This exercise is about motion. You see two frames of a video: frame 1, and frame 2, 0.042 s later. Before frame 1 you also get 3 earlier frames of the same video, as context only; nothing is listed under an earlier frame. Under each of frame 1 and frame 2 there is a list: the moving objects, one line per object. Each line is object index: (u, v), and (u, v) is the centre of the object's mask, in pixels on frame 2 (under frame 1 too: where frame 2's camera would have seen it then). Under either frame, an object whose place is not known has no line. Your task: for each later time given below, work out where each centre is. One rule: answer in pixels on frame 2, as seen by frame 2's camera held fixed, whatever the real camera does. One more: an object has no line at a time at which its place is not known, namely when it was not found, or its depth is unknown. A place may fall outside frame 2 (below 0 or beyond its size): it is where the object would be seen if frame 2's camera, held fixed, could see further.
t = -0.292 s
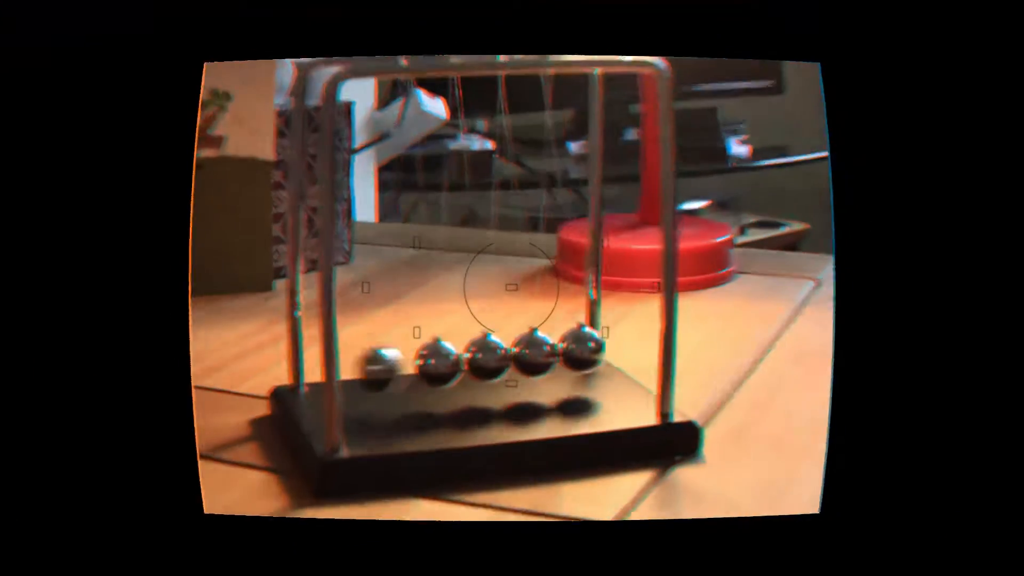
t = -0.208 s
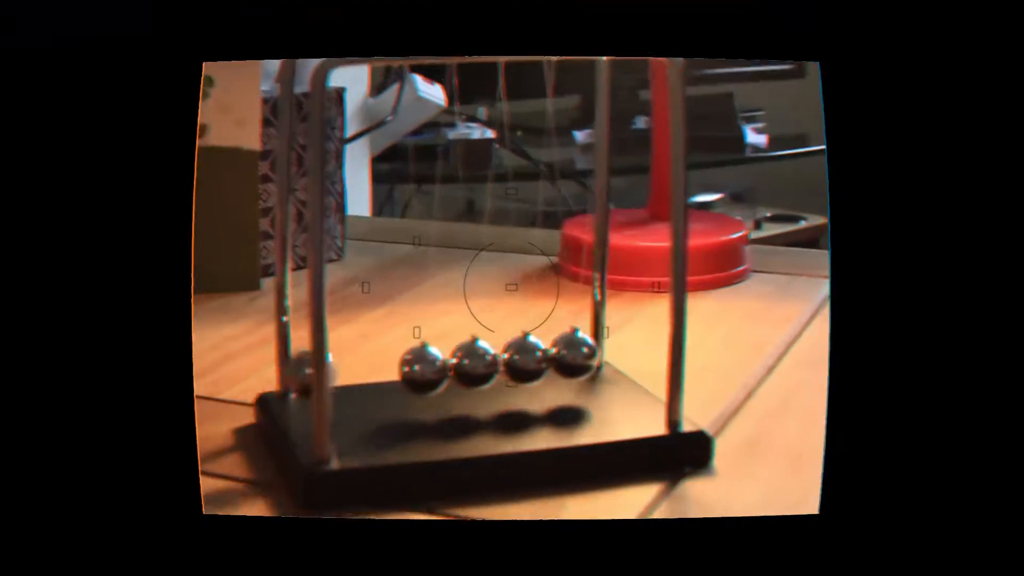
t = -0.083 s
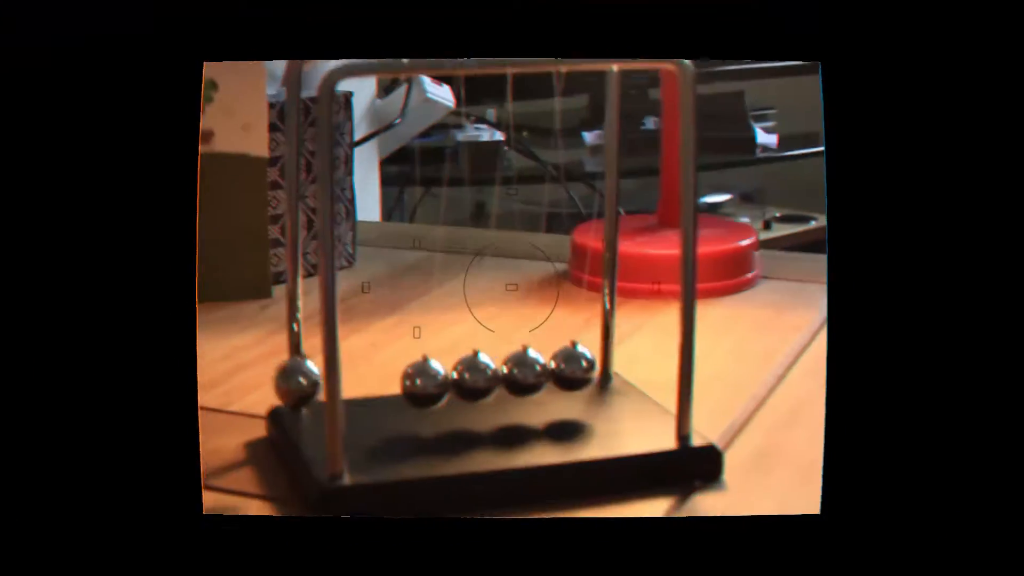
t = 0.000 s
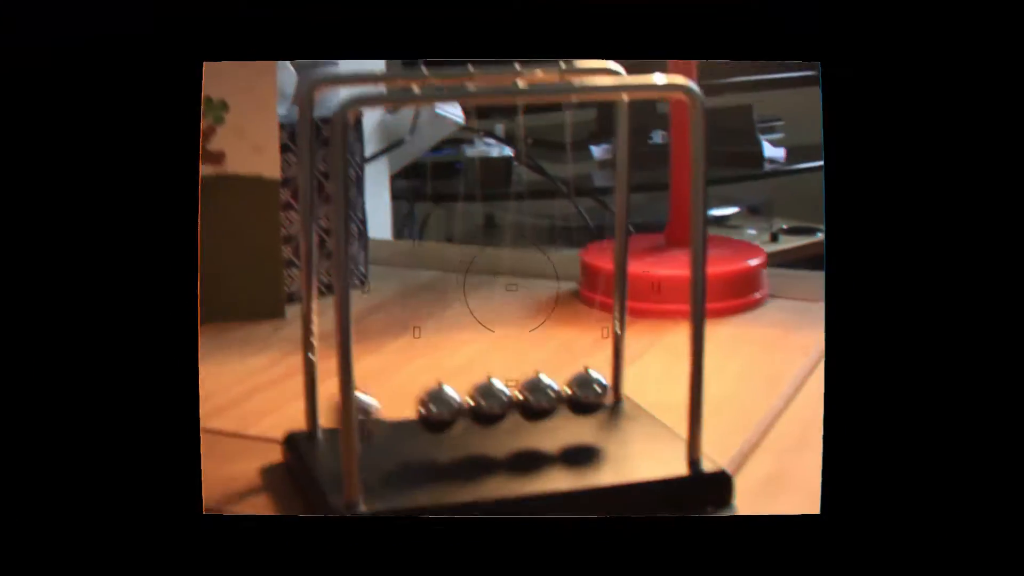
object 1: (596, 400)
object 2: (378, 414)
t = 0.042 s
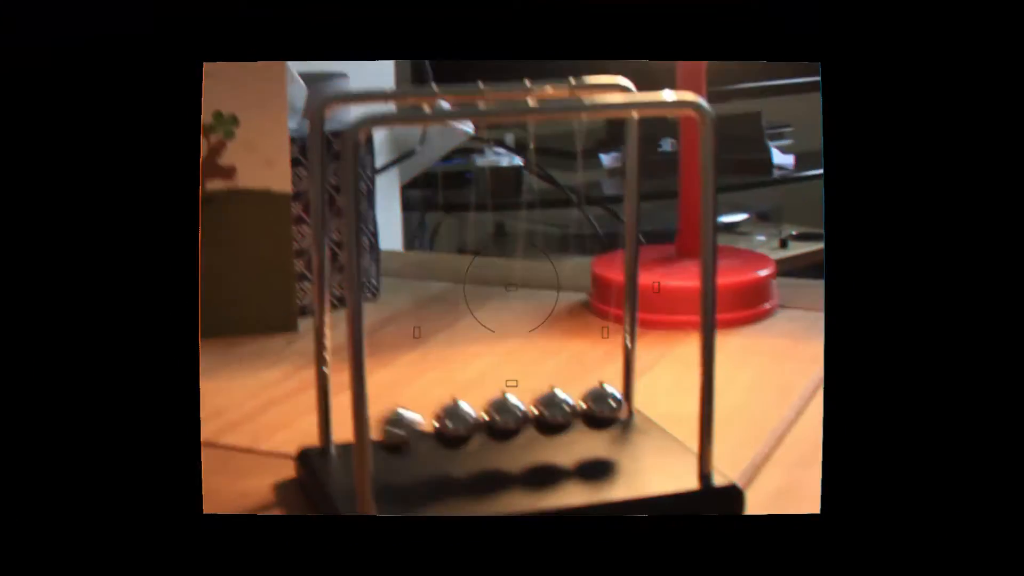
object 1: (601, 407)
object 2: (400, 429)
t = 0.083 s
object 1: (620, 408)
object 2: (411, 433)
